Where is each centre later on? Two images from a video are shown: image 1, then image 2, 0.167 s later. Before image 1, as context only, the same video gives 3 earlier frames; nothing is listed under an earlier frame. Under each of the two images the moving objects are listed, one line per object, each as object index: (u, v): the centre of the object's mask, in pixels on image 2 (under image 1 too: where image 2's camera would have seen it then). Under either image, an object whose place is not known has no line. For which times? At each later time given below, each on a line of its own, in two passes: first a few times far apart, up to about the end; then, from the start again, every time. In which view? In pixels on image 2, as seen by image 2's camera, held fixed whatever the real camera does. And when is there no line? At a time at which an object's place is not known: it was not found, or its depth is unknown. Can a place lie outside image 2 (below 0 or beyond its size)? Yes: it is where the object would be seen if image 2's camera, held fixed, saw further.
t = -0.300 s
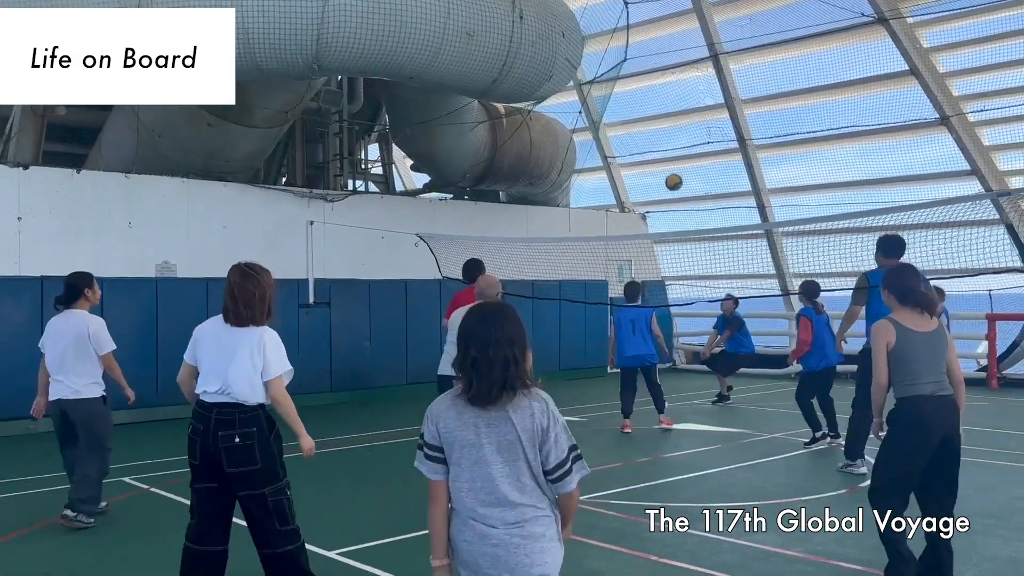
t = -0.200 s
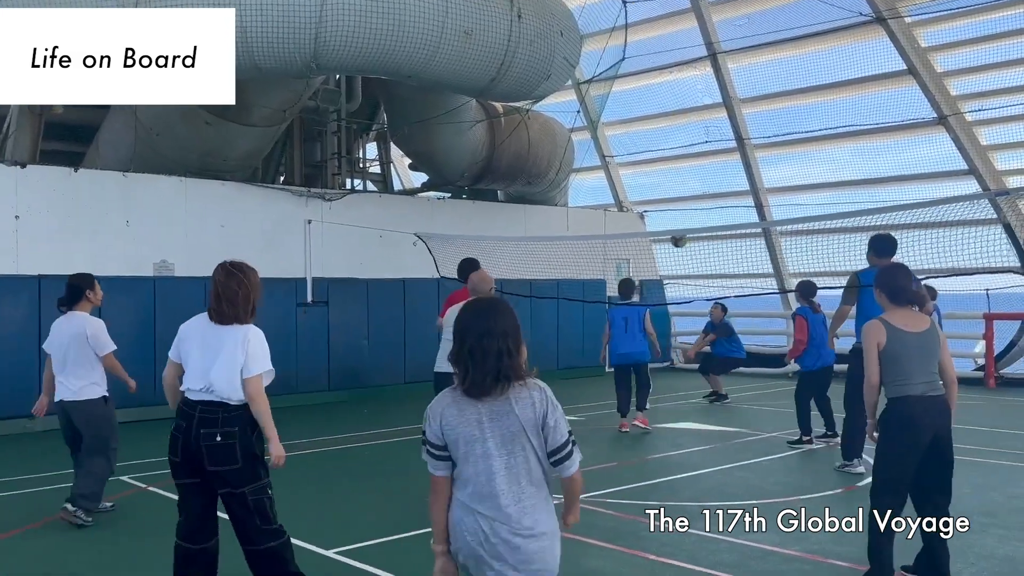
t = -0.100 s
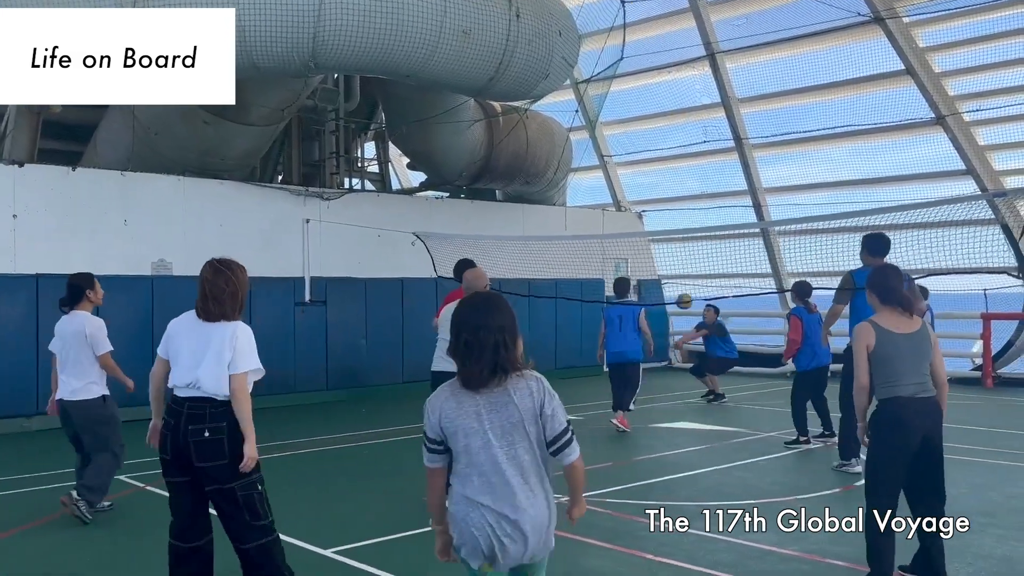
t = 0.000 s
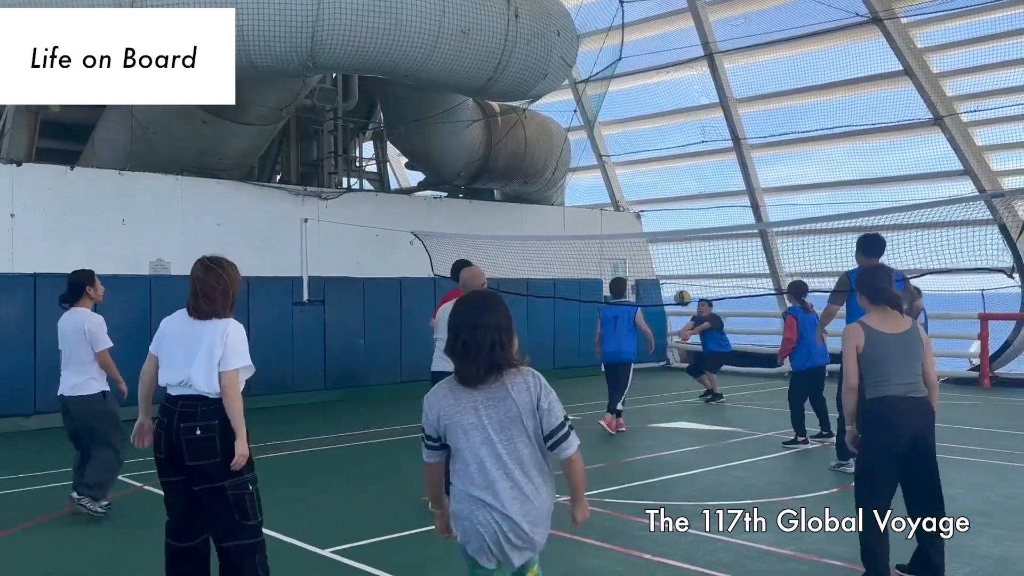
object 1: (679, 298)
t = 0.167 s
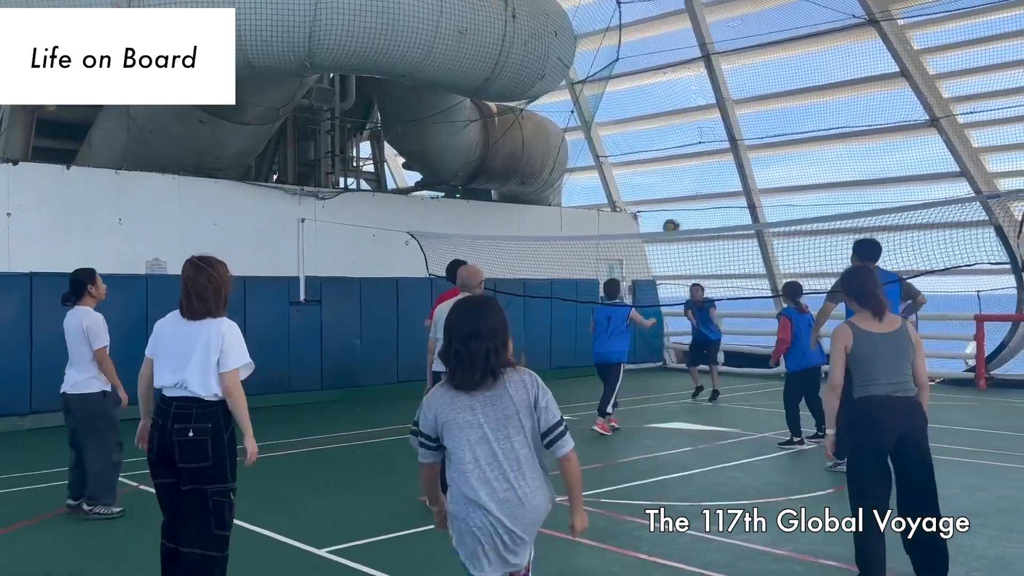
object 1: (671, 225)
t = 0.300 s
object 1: (664, 183)
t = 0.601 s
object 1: (648, 132)
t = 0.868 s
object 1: (635, 147)
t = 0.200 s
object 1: (670, 215)
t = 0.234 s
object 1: (668, 204)
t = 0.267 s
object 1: (667, 193)
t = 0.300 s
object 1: (664, 183)
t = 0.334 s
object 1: (663, 173)
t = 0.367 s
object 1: (661, 166)
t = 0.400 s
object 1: (660, 158)
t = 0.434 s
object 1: (657, 151)
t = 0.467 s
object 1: (656, 146)
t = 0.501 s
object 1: (654, 141)
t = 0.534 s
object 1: (652, 137)
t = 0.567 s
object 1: (650, 134)
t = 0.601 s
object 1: (648, 132)
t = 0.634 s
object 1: (647, 130)
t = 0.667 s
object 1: (645, 130)
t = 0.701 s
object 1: (643, 131)
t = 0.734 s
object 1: (642, 132)
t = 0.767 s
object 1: (641, 134)
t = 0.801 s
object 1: (639, 138)
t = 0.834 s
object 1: (637, 141)
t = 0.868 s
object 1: (635, 147)
